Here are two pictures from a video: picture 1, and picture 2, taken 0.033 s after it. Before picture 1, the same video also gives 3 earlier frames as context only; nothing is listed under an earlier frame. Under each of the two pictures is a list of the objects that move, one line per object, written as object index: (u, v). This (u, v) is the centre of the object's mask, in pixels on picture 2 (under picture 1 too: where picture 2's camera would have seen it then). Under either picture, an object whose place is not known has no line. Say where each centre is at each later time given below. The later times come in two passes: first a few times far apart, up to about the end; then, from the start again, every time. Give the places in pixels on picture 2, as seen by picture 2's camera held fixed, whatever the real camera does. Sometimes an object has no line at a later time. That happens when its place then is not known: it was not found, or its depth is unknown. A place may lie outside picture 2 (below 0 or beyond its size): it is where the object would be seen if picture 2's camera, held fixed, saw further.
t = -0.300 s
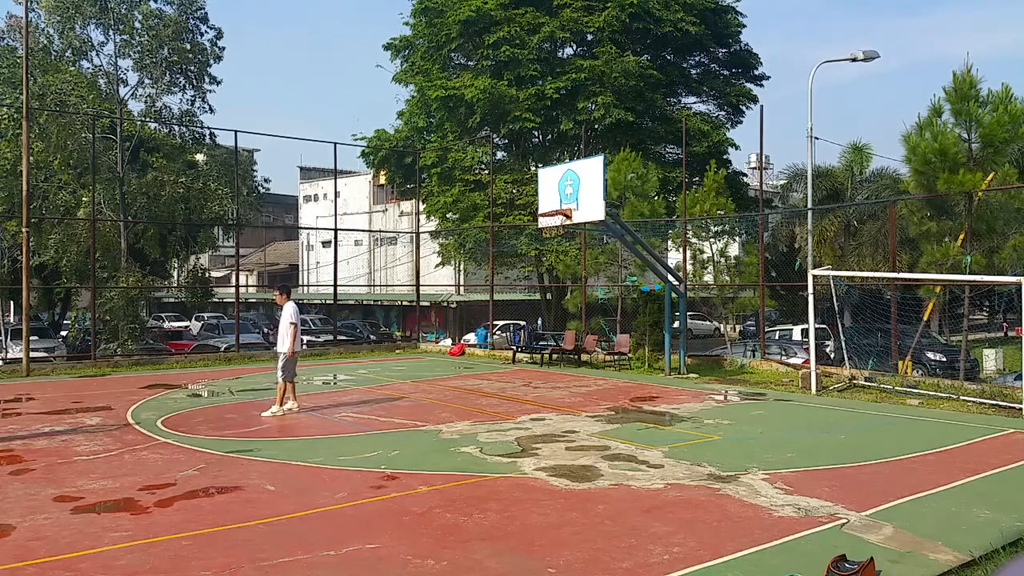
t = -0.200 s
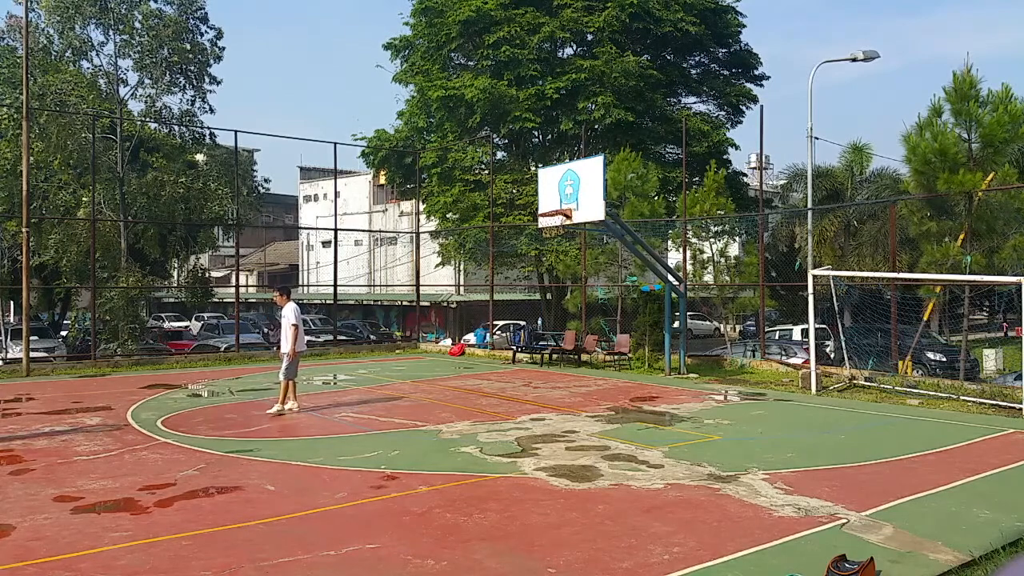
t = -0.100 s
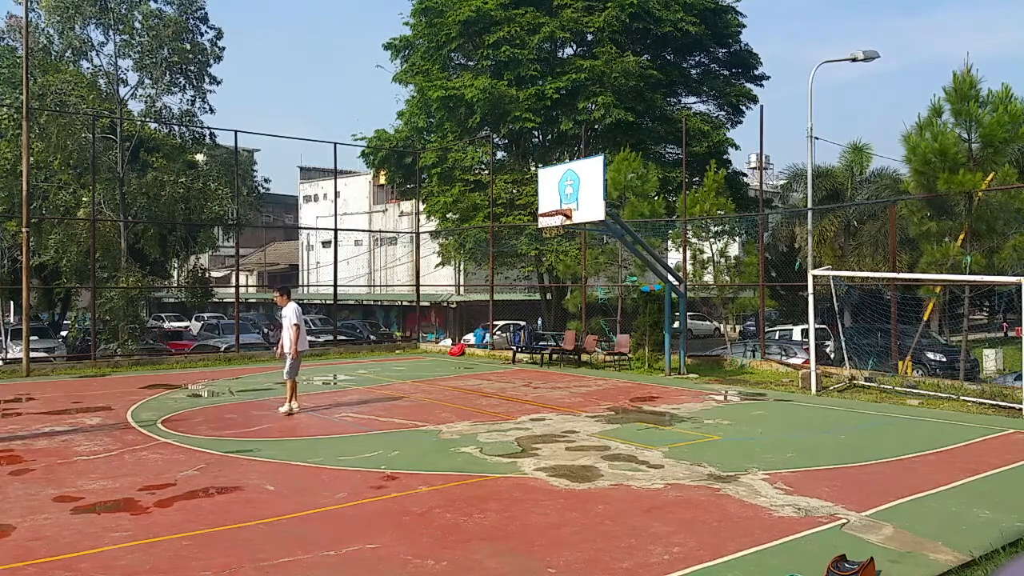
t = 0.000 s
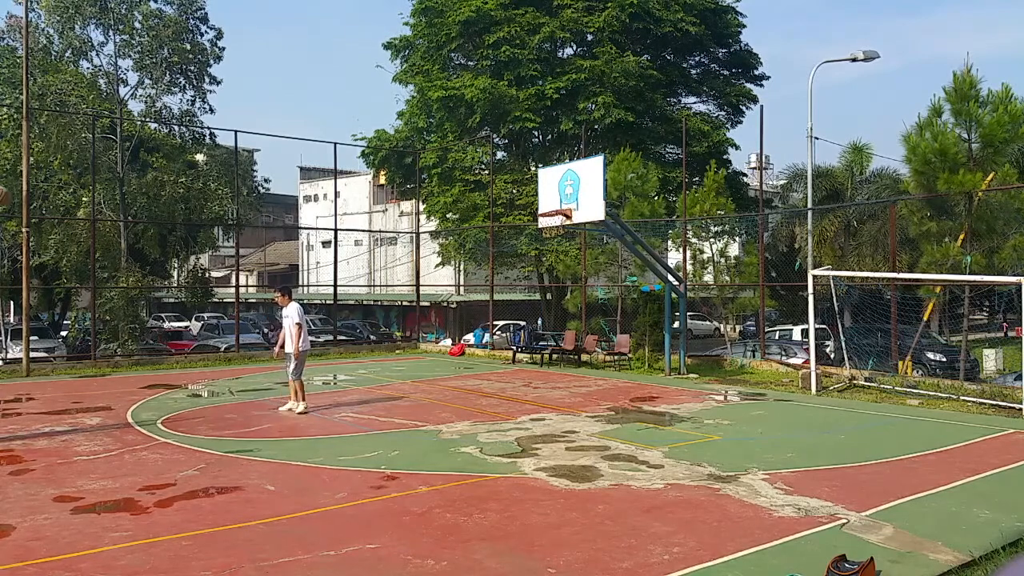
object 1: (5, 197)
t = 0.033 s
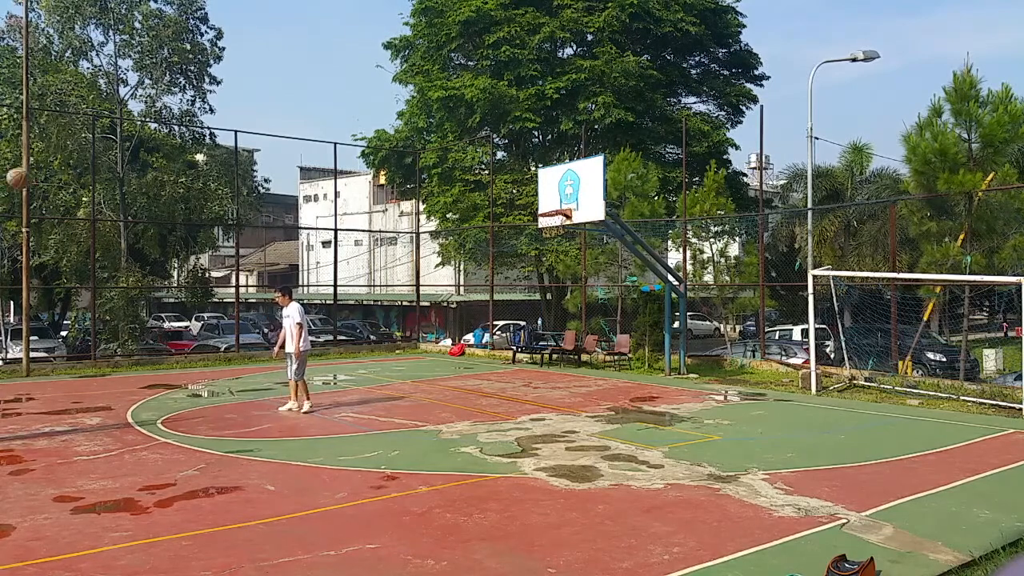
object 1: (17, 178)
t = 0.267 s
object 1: (150, 89)
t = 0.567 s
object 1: (293, 51)
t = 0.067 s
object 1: (38, 162)
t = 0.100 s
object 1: (58, 146)
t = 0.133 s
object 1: (77, 132)
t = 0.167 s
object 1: (96, 120)
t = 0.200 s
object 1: (115, 108)
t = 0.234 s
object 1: (132, 98)
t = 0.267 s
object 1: (150, 89)
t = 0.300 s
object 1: (166, 81)
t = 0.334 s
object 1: (183, 74)
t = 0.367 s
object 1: (200, 67)
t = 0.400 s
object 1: (217, 62)
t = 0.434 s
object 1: (233, 59)
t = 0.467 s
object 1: (248, 55)
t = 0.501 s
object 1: (263, 53)
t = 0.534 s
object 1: (278, 52)
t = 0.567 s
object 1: (293, 51)
